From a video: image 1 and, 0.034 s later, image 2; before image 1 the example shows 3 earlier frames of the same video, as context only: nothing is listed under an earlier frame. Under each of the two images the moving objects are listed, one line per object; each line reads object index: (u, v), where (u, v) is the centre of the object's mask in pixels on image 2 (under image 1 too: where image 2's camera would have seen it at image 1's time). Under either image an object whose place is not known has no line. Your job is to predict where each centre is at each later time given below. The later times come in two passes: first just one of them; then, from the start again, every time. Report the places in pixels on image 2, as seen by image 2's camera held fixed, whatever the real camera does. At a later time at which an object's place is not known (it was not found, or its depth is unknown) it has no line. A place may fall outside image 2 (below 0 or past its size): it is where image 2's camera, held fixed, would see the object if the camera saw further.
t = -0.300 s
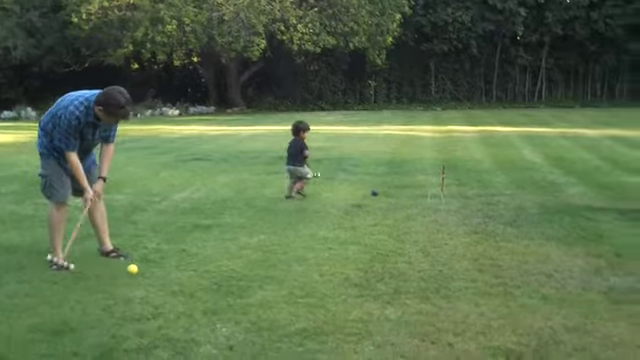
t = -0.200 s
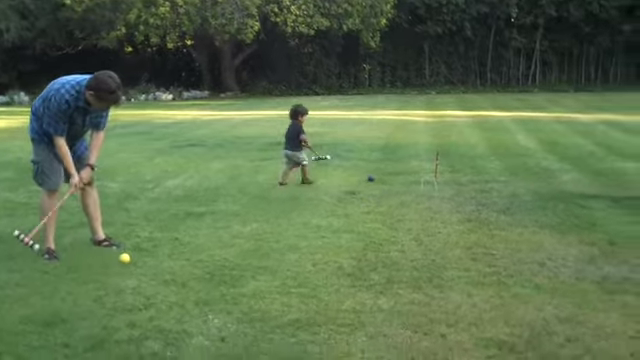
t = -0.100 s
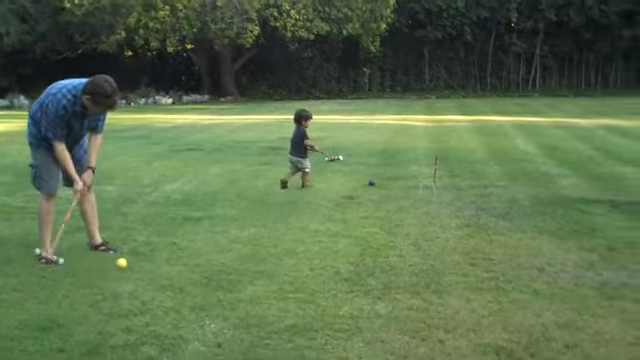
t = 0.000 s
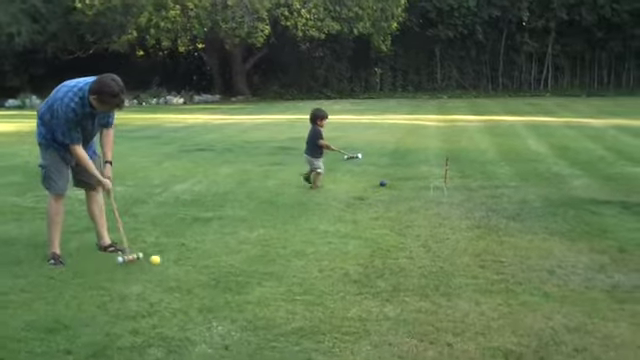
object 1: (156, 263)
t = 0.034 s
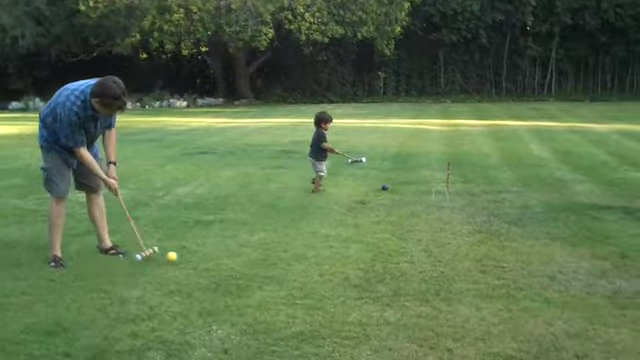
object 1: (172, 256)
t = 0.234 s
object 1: (262, 247)
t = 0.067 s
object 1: (187, 251)
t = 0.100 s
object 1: (203, 247)
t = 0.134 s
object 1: (218, 245)
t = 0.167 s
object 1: (233, 245)
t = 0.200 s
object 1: (248, 246)
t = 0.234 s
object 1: (262, 247)
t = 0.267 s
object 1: (274, 245)
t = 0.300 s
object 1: (285, 242)
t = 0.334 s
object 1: (296, 240)
